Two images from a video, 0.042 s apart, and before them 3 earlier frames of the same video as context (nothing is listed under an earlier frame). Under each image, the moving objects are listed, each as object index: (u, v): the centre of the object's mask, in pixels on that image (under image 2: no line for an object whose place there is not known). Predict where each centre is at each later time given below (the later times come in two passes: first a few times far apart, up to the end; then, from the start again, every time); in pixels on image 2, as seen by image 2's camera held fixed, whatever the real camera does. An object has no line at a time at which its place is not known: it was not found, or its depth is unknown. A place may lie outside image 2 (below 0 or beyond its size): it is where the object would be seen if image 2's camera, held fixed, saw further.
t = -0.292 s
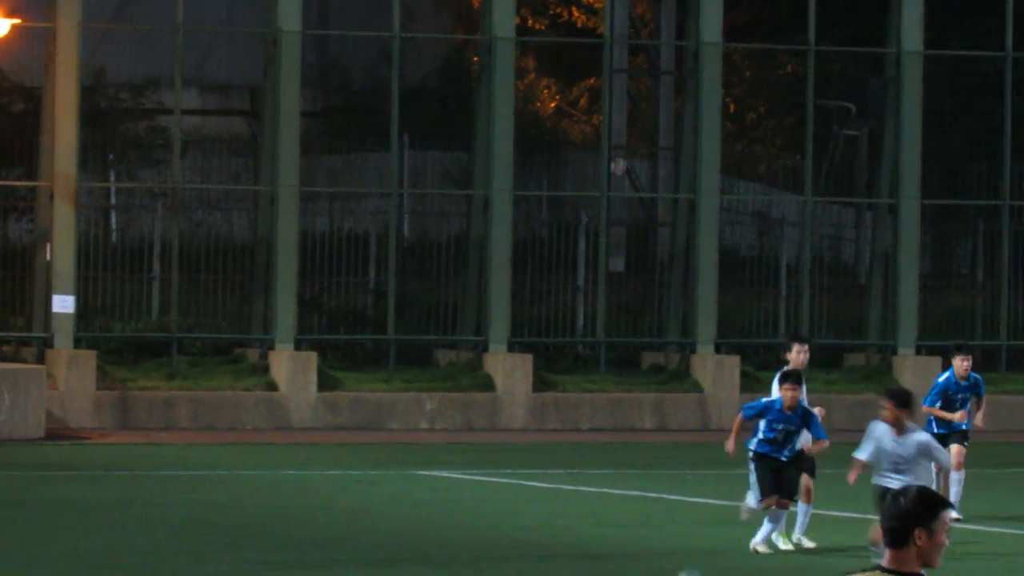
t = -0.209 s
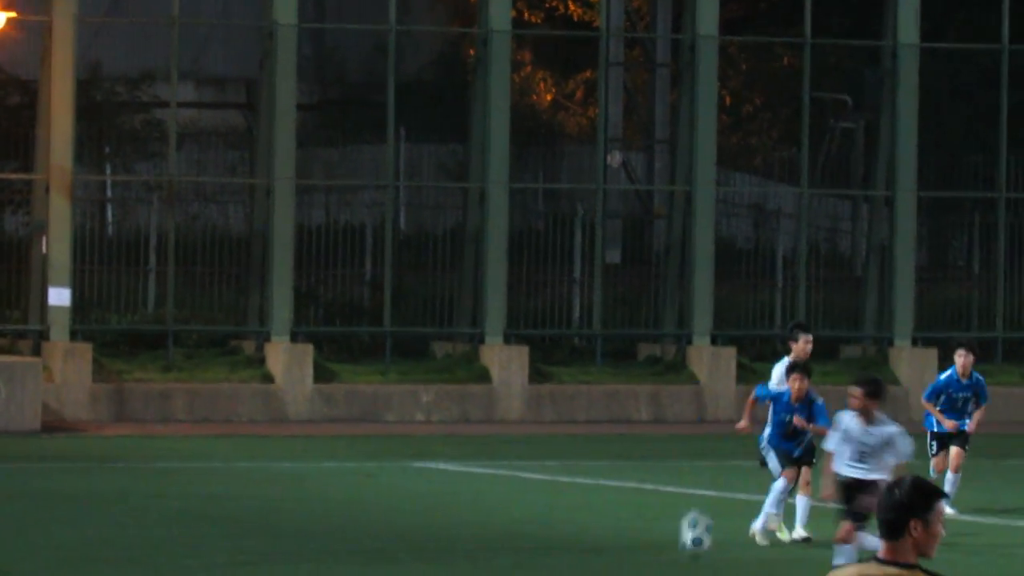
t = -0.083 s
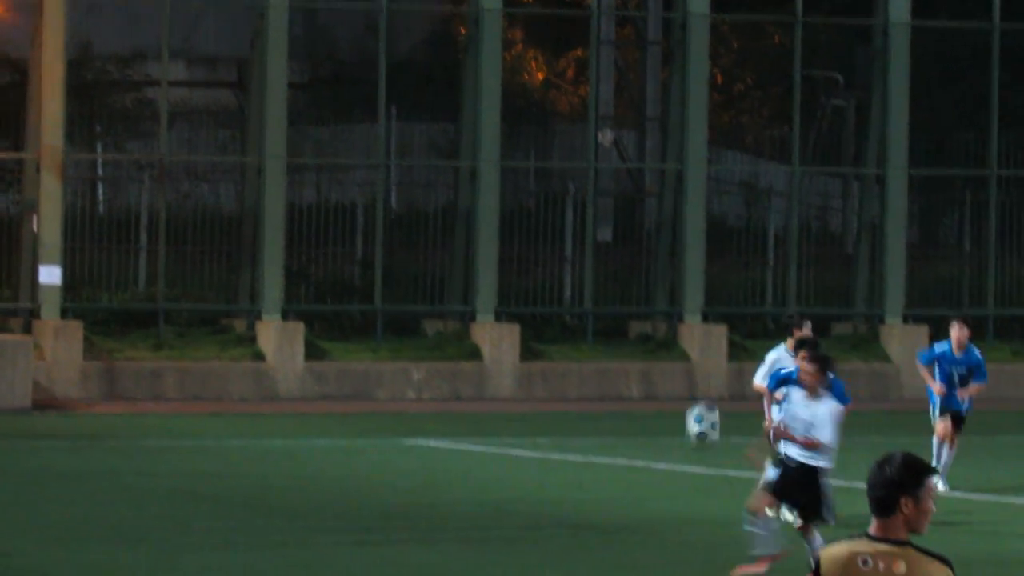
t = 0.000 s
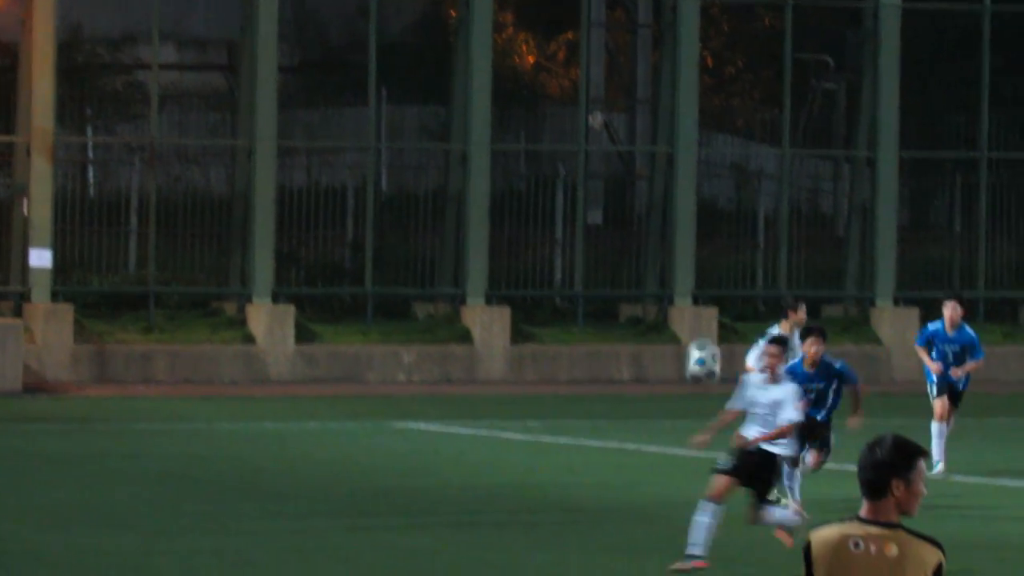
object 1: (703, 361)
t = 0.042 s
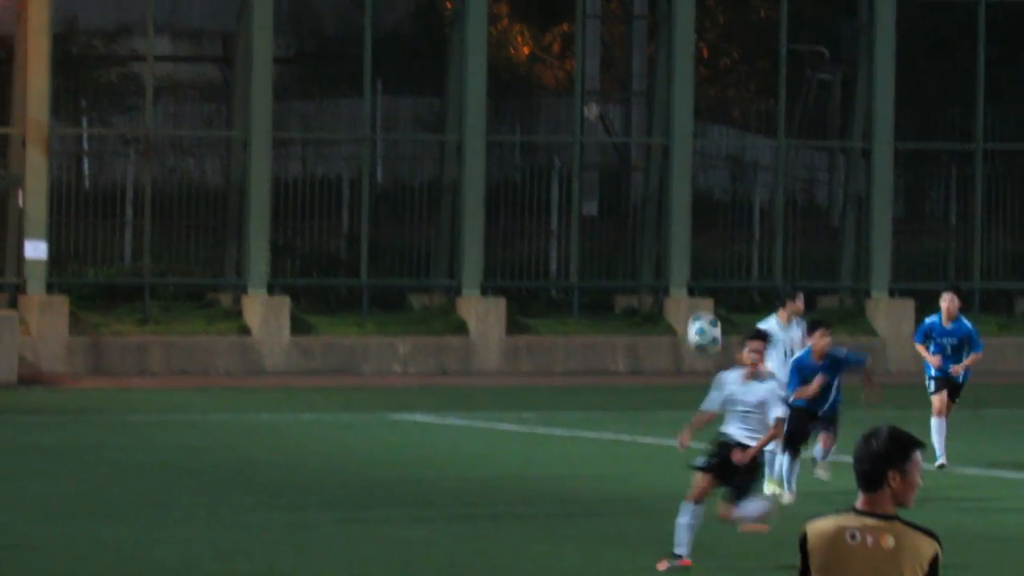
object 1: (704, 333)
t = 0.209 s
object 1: (726, 282)
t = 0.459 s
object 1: (758, 289)
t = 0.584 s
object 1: (777, 331)
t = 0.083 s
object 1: (709, 315)
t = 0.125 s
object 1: (714, 302)
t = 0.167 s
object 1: (720, 292)
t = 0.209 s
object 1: (726, 282)
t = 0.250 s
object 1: (731, 276)
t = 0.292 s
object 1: (736, 273)
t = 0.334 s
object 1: (742, 273)
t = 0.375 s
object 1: (747, 274)
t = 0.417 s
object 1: (753, 281)
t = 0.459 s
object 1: (758, 289)
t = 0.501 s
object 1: (764, 300)
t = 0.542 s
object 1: (770, 314)
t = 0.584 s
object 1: (777, 331)
